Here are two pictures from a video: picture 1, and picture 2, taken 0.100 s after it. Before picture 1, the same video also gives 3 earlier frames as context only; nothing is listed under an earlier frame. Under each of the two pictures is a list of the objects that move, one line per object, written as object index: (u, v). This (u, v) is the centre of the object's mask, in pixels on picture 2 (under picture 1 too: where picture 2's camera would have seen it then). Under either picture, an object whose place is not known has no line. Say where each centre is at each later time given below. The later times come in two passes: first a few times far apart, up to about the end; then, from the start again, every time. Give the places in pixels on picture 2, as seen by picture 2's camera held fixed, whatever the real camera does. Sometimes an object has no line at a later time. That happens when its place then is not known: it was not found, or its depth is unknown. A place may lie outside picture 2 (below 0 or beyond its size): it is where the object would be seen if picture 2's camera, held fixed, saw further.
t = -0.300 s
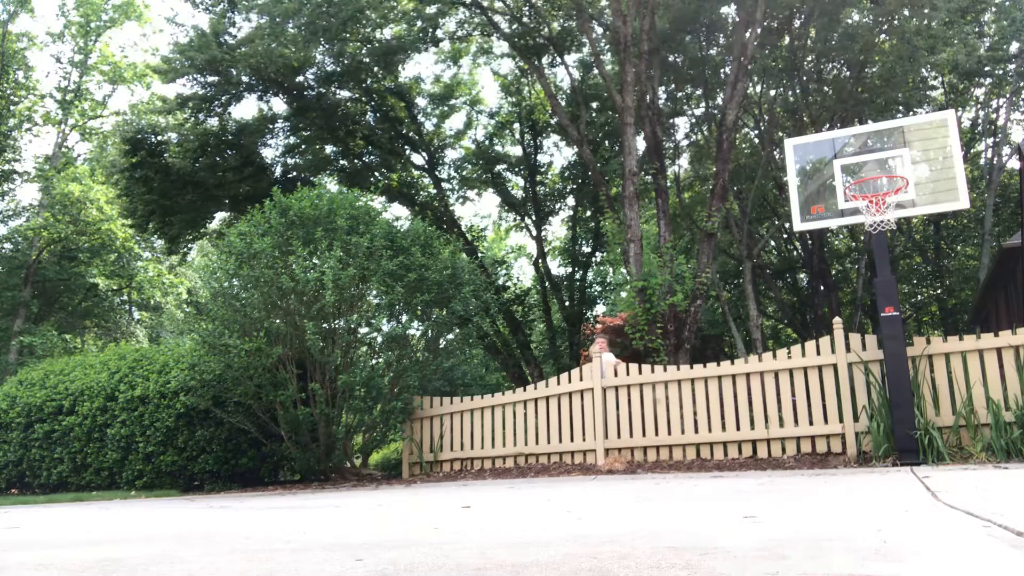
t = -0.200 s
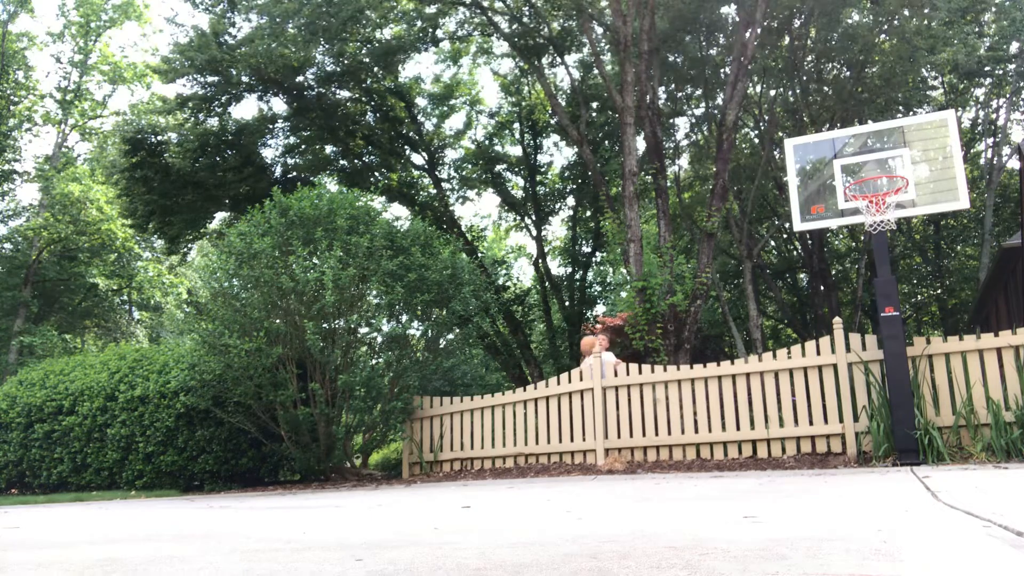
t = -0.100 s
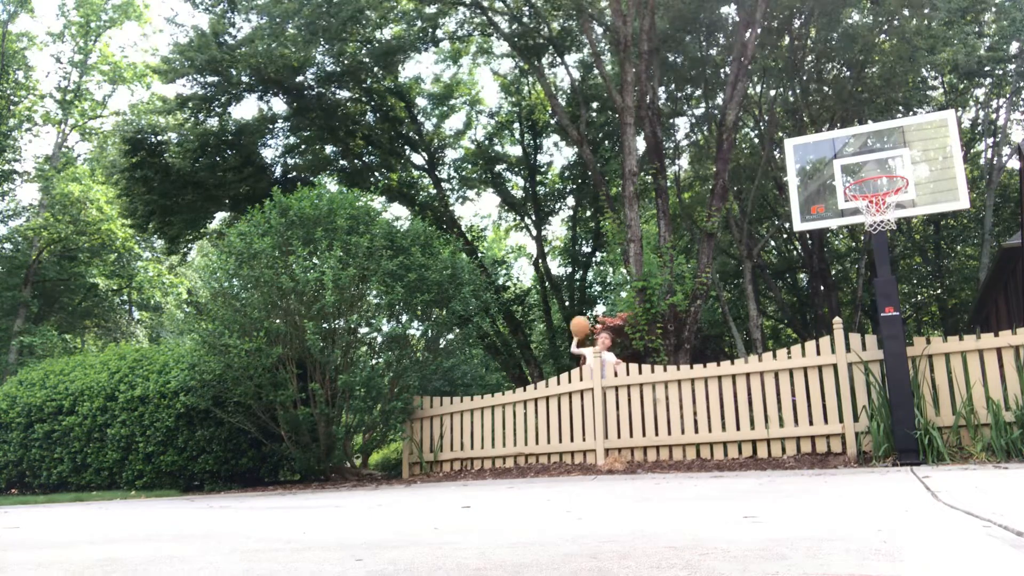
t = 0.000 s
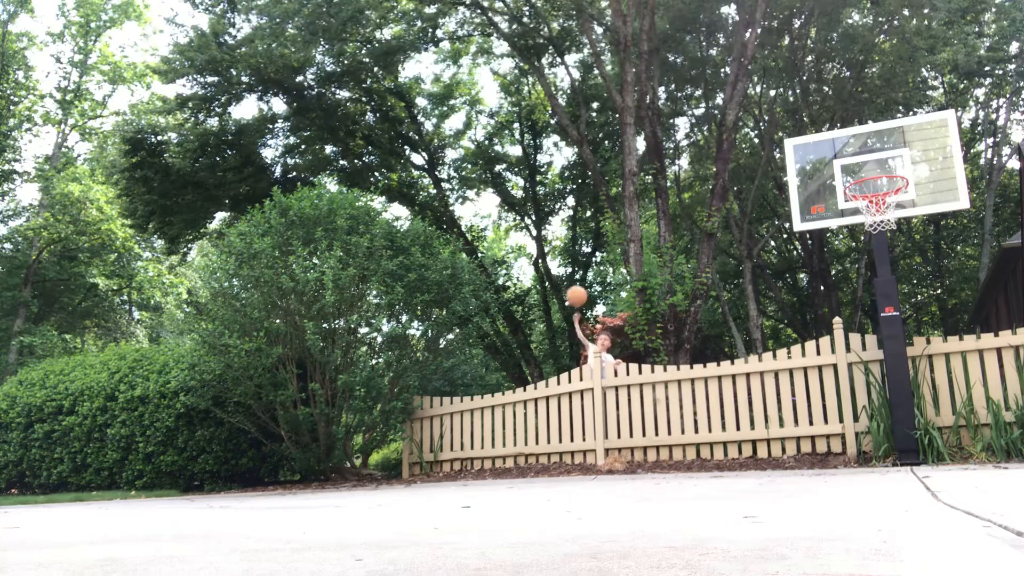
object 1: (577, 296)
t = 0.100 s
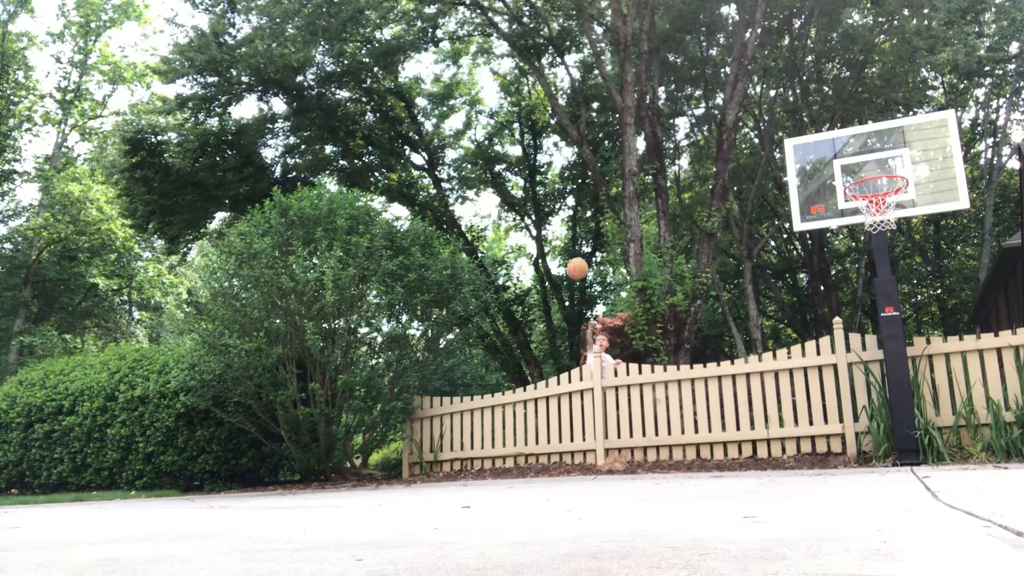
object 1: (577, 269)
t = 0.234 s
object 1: (578, 243)
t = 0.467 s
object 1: (584, 233)
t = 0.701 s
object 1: (596, 285)
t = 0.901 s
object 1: (614, 407)
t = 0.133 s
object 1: (577, 261)
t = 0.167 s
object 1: (578, 254)
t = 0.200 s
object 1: (578, 249)
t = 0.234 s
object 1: (578, 243)
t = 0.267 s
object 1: (579, 239)
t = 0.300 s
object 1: (580, 236)
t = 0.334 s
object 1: (581, 233)
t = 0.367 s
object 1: (582, 232)
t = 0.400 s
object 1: (583, 231)
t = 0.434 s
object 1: (584, 231)
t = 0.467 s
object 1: (584, 233)
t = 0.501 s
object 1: (586, 236)
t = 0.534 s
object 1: (587, 241)
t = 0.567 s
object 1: (588, 246)
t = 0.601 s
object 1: (590, 254)
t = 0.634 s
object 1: (591, 262)
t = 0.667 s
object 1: (594, 272)
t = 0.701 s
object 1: (596, 285)
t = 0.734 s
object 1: (598, 299)
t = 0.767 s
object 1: (601, 315)
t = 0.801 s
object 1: (604, 334)
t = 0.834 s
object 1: (606, 355)
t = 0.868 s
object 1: (611, 379)
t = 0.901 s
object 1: (614, 407)
